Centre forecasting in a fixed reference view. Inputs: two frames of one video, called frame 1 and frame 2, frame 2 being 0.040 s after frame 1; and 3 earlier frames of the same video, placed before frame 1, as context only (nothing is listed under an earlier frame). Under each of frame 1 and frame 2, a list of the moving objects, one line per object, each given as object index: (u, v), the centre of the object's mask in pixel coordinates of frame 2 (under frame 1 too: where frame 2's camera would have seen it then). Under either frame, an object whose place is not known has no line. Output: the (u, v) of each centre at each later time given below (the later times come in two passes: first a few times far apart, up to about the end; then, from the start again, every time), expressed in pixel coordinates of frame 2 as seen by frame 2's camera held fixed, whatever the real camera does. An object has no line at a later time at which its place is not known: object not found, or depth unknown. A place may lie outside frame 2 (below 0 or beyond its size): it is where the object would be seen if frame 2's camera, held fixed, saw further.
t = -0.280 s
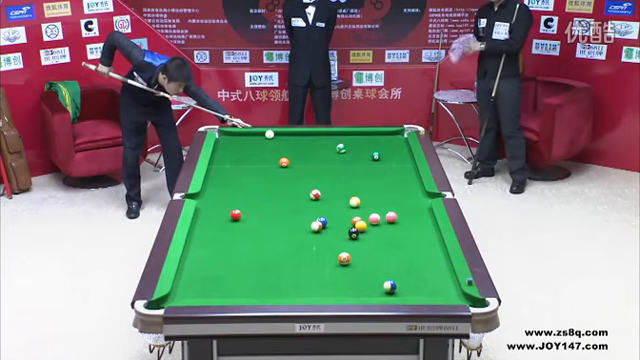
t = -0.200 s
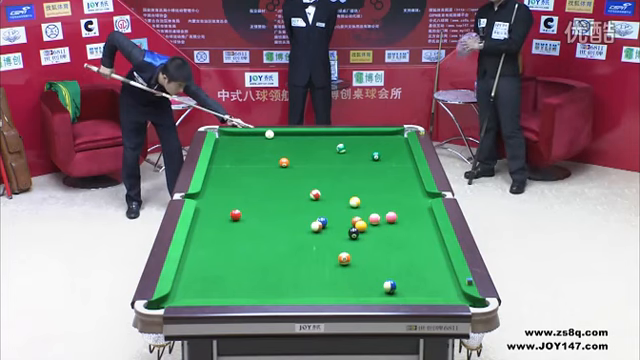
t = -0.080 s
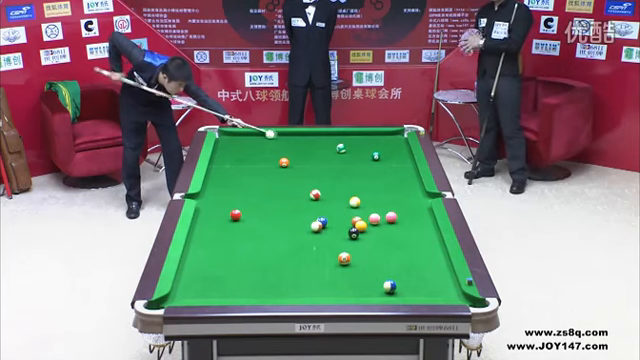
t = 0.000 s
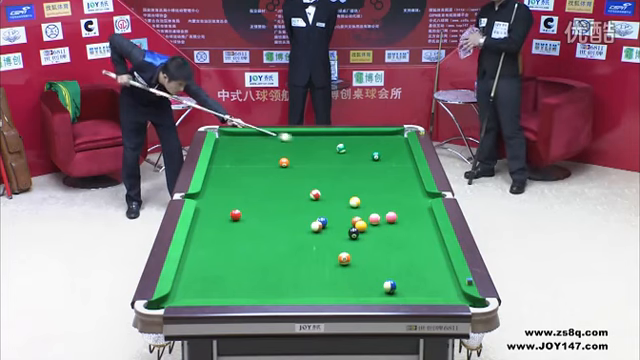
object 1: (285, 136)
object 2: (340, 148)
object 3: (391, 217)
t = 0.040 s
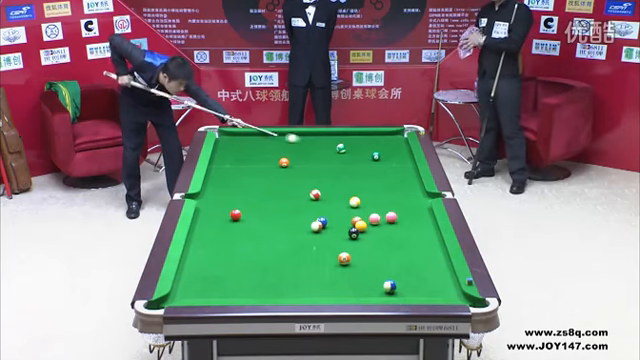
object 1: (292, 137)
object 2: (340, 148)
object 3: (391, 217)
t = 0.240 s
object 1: (326, 144)
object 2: (340, 148)
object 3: (391, 217)
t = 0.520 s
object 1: (357, 144)
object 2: (358, 156)
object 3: (391, 217)
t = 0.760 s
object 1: (380, 143)
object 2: (374, 164)
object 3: (391, 217)
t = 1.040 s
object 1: (403, 142)
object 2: (392, 172)
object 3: (391, 217)
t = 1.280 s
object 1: (390, 141)
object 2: (409, 180)
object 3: (391, 217)
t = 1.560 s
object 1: (376, 140)
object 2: (415, 188)
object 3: (391, 217)
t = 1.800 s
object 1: (365, 138)
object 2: (410, 194)
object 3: (391, 217)
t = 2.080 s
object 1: (354, 138)
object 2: (404, 200)
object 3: (391, 217)
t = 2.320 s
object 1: (345, 137)
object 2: (399, 206)
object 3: (391, 217)
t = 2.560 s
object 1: (337, 136)
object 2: (395, 210)
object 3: (391, 217)
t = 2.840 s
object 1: (328, 135)
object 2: (390, 213)
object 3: (390, 220)
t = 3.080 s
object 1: (322, 135)
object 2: (388, 214)
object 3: (389, 223)
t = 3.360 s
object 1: (316, 134)
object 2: (386, 215)
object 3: (388, 226)
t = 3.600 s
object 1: (312, 134)
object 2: (385, 215)
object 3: (387, 228)
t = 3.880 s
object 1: (308, 133)
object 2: (385, 215)
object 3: (387, 230)
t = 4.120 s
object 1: (305, 133)
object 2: (386, 215)
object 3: (386, 231)
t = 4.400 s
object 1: (304, 133)
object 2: (386, 215)
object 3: (386, 232)
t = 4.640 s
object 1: (303, 133)
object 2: (386, 215)
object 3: (386, 232)
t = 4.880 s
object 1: (303, 133)
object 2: (386, 215)
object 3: (386, 233)
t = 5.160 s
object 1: (303, 133)
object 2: (386, 215)
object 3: (386, 233)
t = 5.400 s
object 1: (303, 133)
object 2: (386, 215)
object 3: (386, 233)
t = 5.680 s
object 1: (303, 133)
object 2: (386, 214)
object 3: (386, 233)
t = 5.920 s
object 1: (303, 133)
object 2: (386, 214)
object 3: (386, 233)
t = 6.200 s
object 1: (303, 133)
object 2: (386, 215)
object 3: (386, 233)
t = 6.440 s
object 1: (303, 133)
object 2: (386, 215)
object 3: (386, 233)
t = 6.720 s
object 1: (303, 133)
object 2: (386, 214)
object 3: (386, 233)
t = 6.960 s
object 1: (303, 133)
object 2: (386, 215)
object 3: (386, 233)
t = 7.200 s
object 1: (303, 133)
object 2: (386, 214)
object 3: (386, 233)
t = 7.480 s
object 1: (303, 133)
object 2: (386, 214)
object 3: (386, 233)
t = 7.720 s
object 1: (303, 133)
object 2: (386, 215)
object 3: (386, 233)
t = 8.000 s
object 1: (303, 133)
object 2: (386, 215)
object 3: (386, 233)
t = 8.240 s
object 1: (303, 133)
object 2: (386, 215)
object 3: (386, 233)
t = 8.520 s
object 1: (303, 133)
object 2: (386, 215)
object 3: (386, 233)
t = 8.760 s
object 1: (303, 133)
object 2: (385, 215)
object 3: (386, 233)
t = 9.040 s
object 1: (303, 133)
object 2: (385, 215)
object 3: (386, 233)
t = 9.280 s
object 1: (303, 133)
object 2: (385, 215)
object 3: (386, 233)
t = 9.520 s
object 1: (303, 133)
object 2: (385, 214)
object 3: (386, 233)
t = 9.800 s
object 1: (303, 133)
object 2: (385, 215)
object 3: (386, 233)
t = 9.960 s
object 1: (303, 133)
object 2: (385, 215)
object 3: (386, 233)
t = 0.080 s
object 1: (299, 139)
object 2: (340, 148)
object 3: (391, 217)
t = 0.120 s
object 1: (306, 140)
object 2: (340, 148)
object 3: (391, 217)
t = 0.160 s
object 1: (313, 141)
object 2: (340, 148)
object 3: (391, 217)
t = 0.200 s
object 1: (319, 142)
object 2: (340, 148)
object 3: (391, 217)
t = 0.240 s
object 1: (326, 144)
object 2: (340, 148)
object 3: (391, 217)
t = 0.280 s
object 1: (332, 145)
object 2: (341, 148)
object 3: (391, 217)
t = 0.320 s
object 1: (338, 145)
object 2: (344, 150)
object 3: (391, 217)
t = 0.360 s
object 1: (341, 145)
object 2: (347, 151)
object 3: (391, 217)
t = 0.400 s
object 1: (345, 144)
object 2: (350, 152)
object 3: (391, 217)
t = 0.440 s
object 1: (349, 144)
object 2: (354, 153)
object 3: (391, 217)
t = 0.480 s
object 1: (353, 144)
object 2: (356, 155)
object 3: (391, 217)
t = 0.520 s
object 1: (357, 144)
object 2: (358, 156)
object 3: (391, 217)
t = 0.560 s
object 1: (361, 144)
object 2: (361, 157)
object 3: (391, 217)
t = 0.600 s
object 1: (365, 144)
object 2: (364, 159)
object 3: (391, 217)
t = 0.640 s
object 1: (369, 144)
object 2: (366, 160)
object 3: (391, 217)
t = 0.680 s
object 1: (372, 144)
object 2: (368, 161)
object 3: (391, 217)
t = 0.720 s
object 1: (376, 143)
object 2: (371, 162)
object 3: (391, 217)
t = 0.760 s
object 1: (380, 143)
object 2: (374, 164)
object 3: (391, 217)
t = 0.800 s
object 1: (384, 143)
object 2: (376, 165)
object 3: (391, 217)
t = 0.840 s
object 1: (388, 143)
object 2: (380, 166)
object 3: (391, 217)
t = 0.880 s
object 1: (391, 143)
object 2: (382, 168)
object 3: (391, 217)
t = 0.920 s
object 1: (395, 143)
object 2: (384, 168)
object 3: (391, 217)
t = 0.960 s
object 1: (398, 143)
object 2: (387, 169)
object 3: (391, 217)
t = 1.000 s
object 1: (402, 142)
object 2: (390, 171)
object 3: (391, 217)
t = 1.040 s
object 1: (403, 142)
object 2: (392, 172)
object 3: (391, 217)
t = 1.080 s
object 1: (401, 142)
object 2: (395, 173)
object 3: (391, 217)
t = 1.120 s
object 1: (399, 142)
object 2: (398, 175)
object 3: (391, 217)
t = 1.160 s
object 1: (396, 142)
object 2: (400, 176)
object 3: (391, 217)
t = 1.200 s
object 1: (394, 142)
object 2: (403, 177)
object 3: (391, 217)
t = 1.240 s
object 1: (392, 141)
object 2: (406, 178)
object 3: (391, 217)
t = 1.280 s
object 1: (390, 141)
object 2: (409, 180)
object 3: (391, 217)
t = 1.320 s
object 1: (388, 141)
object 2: (411, 181)
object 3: (391, 217)
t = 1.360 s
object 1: (386, 141)
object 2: (413, 182)
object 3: (391, 217)
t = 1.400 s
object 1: (384, 141)
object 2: (417, 183)
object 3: (391, 217)
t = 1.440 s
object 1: (382, 140)
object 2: (418, 185)
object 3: (391, 217)
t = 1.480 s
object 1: (380, 140)
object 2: (417, 186)
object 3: (391, 217)
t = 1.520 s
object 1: (378, 140)
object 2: (416, 186)
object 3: (391, 217)
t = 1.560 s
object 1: (376, 140)
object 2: (415, 188)
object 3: (391, 217)
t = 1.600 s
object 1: (374, 140)
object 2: (414, 189)
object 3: (391, 217)
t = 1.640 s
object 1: (372, 139)
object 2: (414, 189)
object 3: (391, 217)
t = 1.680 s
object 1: (370, 139)
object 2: (413, 190)
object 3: (391, 217)
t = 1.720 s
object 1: (368, 139)
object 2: (412, 191)
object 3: (391, 217)
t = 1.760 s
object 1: (366, 139)
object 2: (411, 193)
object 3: (391, 217)
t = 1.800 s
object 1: (365, 138)
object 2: (410, 194)
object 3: (391, 217)
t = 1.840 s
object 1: (363, 138)
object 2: (409, 195)
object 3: (391, 217)
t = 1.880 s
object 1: (361, 138)
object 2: (408, 195)
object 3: (391, 217)
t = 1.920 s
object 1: (360, 138)
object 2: (407, 196)
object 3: (391, 217)
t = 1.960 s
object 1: (358, 138)
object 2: (407, 198)
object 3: (391, 217)
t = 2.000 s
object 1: (357, 138)
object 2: (406, 199)
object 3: (391, 217)
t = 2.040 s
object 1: (355, 138)
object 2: (405, 199)
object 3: (391, 217)
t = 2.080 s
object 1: (354, 138)
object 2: (404, 200)
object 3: (391, 217)
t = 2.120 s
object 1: (352, 137)
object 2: (403, 201)
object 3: (391, 217)
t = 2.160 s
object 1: (350, 137)
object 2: (402, 202)
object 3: (391, 217)
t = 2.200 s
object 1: (349, 137)
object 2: (401, 203)
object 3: (391, 217)
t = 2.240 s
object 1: (347, 137)
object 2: (400, 204)
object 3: (391, 217)
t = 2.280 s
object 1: (346, 137)
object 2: (400, 205)
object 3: (391, 217)
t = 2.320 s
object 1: (345, 137)
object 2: (399, 206)
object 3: (391, 217)
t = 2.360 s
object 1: (343, 136)
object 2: (398, 207)
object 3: (391, 217)
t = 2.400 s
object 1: (342, 136)
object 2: (397, 207)
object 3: (391, 217)
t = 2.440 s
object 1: (340, 136)
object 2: (397, 209)
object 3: (391, 217)
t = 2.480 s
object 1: (339, 136)
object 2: (397, 209)
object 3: (391, 217)
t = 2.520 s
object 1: (338, 136)
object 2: (396, 209)
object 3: (391, 217)
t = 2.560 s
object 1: (337, 136)
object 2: (395, 210)
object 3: (391, 217)
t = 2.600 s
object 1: (335, 136)
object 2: (394, 210)
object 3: (391, 217)
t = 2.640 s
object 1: (334, 136)
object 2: (393, 211)
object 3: (391, 217)
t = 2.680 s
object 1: (333, 136)
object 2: (392, 212)
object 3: (390, 218)
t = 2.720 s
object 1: (332, 136)
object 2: (392, 212)
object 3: (390, 218)
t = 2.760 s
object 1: (330, 135)
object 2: (391, 212)
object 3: (390, 218)
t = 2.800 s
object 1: (329, 135)
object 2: (391, 213)
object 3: (390, 219)
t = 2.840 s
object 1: (328, 135)
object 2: (390, 213)
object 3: (390, 220)
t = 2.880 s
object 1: (327, 135)
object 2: (390, 213)
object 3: (390, 220)
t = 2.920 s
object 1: (326, 135)
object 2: (389, 213)
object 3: (390, 221)
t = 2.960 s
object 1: (325, 135)
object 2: (389, 213)
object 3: (389, 221)
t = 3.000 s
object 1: (324, 135)
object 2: (388, 213)
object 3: (389, 222)
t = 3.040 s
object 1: (323, 135)
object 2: (388, 213)
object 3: (389, 222)
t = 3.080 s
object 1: (322, 135)
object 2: (388, 214)
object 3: (389, 223)
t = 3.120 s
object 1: (321, 135)
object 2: (387, 213)
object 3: (389, 223)
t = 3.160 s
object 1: (320, 134)
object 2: (387, 213)
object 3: (389, 224)
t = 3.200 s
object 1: (320, 134)
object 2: (387, 214)
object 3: (388, 224)
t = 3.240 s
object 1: (319, 134)
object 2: (386, 214)
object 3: (388, 224)
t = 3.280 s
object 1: (318, 134)
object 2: (387, 214)
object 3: (388, 225)
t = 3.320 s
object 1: (317, 134)
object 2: (386, 215)
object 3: (388, 225)
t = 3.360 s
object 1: (316, 134)
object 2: (386, 215)
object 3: (388, 226)
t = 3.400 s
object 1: (315, 134)
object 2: (386, 215)
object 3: (388, 226)
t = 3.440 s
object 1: (314, 134)
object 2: (386, 215)
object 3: (388, 227)
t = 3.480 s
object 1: (314, 134)
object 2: (386, 215)
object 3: (388, 227)
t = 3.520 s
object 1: (313, 134)
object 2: (386, 215)
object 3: (387, 227)
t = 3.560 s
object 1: (312, 134)
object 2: (386, 215)
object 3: (387, 228)
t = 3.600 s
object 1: (312, 134)
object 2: (385, 215)
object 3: (387, 228)
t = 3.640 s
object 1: (311, 133)
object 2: (385, 215)
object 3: (387, 228)
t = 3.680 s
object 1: (311, 133)
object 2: (385, 215)
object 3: (387, 228)
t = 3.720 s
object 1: (310, 133)
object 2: (385, 215)
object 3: (387, 229)
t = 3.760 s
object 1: (309, 134)
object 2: (385, 215)
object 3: (387, 229)
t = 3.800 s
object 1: (309, 133)
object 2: (385, 215)
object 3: (387, 229)
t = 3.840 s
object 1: (308, 133)
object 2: (386, 215)
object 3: (387, 229)
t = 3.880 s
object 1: (308, 133)
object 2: (385, 215)
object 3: (387, 230)
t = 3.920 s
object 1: (307, 133)
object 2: (385, 215)
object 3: (387, 230)
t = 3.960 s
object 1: (307, 133)
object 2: (385, 215)
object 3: (386, 230)
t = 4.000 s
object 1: (307, 133)
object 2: (386, 215)
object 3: (386, 230)
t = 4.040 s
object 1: (306, 133)
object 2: (385, 215)
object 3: (386, 231)
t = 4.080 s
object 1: (306, 133)
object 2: (386, 215)
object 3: (386, 231)
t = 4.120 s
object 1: (305, 133)
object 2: (386, 215)
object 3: (386, 231)
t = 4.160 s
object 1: (305, 133)
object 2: (386, 215)
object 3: (386, 231)
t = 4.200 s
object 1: (305, 133)
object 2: (386, 215)
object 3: (386, 231)
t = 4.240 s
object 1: (304, 133)
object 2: (385, 215)
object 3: (386, 232)
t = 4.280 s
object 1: (304, 133)
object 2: (386, 215)
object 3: (386, 232)
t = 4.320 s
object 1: (304, 133)
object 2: (386, 215)
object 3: (386, 232)
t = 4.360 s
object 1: (304, 133)
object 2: (386, 215)
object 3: (386, 232)
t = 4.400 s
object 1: (304, 133)
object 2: (386, 215)
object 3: (386, 232)
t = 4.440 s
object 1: (303, 133)
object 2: (386, 215)
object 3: (386, 232)
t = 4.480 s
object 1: (303, 133)
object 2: (386, 215)
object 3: (386, 232)
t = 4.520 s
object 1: (303, 133)
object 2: (386, 215)
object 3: (386, 232)
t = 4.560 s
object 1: (303, 133)
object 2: (386, 215)
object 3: (386, 232)
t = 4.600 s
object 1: (303, 133)
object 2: (386, 214)
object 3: (386, 232)
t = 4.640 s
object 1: (303, 133)
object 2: (386, 215)
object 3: (386, 232)
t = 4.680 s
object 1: (303, 133)
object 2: (386, 215)
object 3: (386, 232)
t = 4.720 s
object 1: (303, 133)
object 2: (386, 215)
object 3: (386, 232)
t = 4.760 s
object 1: (303, 133)
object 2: (386, 215)
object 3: (386, 233)
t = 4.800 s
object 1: (303, 133)
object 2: (386, 215)
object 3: (386, 233)
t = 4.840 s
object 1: (303, 133)
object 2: (386, 215)
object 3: (386, 232)
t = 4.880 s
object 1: (303, 133)
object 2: (386, 215)
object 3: (386, 233)
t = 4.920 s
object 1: (303, 133)
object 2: (386, 215)
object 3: (386, 232)
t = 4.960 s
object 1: (303, 133)
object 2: (386, 215)
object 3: (386, 232)
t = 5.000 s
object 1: (303, 133)
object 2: (386, 215)
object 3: (386, 233)
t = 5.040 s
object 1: (303, 133)
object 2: (386, 215)
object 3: (386, 233)
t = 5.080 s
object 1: (303, 133)
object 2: (386, 215)
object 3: (386, 233)
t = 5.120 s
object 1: (303, 133)
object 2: (386, 215)
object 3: (386, 233)
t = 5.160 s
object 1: (303, 133)
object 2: (386, 215)
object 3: (386, 233)
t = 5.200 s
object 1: (303, 133)
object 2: (386, 215)
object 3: (386, 232)
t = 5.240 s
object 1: (303, 133)
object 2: (386, 215)
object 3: (386, 233)
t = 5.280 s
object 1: (303, 133)
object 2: (386, 215)
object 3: (386, 233)
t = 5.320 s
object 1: (303, 133)
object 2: (386, 215)
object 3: (386, 233)
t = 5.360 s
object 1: (303, 133)
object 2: (386, 215)
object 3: (386, 233)
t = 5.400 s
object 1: (303, 133)
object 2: (386, 215)
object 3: (386, 233)
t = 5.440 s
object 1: (303, 133)
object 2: (386, 215)
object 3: (386, 233)
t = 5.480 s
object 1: (303, 133)
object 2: (386, 215)
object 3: (386, 233)
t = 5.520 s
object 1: (303, 133)
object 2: (386, 215)
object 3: (386, 233)
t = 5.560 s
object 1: (303, 133)
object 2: (386, 215)
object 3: (386, 233)
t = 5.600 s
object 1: (303, 133)
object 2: (386, 215)
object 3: (386, 233)
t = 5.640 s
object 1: (303, 133)
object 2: (386, 215)
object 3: (386, 233)
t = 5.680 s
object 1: (303, 133)
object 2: (386, 214)
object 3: (386, 233)
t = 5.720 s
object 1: (303, 133)
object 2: (386, 215)
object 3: (386, 233)
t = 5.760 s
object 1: (303, 133)
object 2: (386, 214)
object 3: (386, 233)
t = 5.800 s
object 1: (303, 133)
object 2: (386, 215)
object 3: (386, 233)
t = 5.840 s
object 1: (303, 133)
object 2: (386, 214)
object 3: (386, 233)
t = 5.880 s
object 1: (303, 133)
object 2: (386, 215)
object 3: (386, 233)
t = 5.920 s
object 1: (303, 133)
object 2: (386, 214)
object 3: (386, 233)
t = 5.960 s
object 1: (303, 133)
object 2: (386, 215)
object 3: (386, 233)
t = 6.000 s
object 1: (303, 133)
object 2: (386, 214)
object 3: (386, 233)
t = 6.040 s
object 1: (303, 133)
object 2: (386, 215)
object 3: (386, 233)
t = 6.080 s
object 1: (303, 133)
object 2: (386, 215)
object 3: (386, 233)
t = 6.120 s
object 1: (303, 133)
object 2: (386, 215)
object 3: (386, 233)
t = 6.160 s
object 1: (303, 133)
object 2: (386, 215)
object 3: (386, 233)
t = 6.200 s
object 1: (303, 133)
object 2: (386, 215)
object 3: (386, 233)
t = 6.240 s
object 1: (303, 133)
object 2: (386, 215)
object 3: (386, 233)
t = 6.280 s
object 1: (303, 133)
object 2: (386, 215)
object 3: (386, 233)
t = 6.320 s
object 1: (303, 133)
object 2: (386, 215)
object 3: (386, 233)
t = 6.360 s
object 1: (303, 133)
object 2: (386, 215)
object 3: (386, 233)
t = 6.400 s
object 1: (303, 133)
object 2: (386, 215)
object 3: (386, 233)
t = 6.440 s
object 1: (303, 133)
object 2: (386, 215)
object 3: (386, 233)
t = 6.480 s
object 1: (303, 133)
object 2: (386, 215)
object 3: (386, 233)
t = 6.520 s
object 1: (303, 133)
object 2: (386, 215)
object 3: (386, 233)
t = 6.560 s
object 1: (303, 133)
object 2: (386, 215)
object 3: (386, 233)
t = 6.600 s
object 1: (303, 133)
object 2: (386, 215)
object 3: (386, 233)
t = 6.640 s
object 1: (303, 133)
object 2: (386, 214)
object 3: (386, 233)
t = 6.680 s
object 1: (303, 133)
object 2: (386, 215)
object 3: (386, 233)
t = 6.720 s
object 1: (303, 133)
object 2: (386, 214)
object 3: (386, 233)
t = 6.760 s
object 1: (303, 133)
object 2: (386, 215)
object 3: (386, 233)
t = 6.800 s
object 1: (303, 133)
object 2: (386, 214)
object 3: (386, 233)
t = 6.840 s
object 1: (303, 133)
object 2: (386, 215)
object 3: (386, 233)
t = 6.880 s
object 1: (303, 133)
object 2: (386, 214)
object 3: (386, 233)
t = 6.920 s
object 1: (303, 133)
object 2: (386, 215)
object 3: (386, 233)
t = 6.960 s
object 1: (303, 133)
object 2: (386, 215)
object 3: (386, 233)
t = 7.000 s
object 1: (303, 133)
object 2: (386, 215)
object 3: (386, 233)
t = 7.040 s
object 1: (303, 133)
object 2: (386, 215)
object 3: (386, 233)
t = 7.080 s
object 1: (303, 133)
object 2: (386, 215)
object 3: (386, 233)
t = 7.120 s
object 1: (303, 133)
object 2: (386, 215)
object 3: (386, 233)
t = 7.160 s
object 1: (303, 133)
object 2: (386, 214)
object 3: (386, 233)
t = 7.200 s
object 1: (303, 133)
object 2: (386, 214)
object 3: (386, 233)
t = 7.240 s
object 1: (303, 133)
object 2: (386, 215)
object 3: (386, 233)
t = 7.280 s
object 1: (303, 133)
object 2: (386, 215)
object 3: (386, 233)
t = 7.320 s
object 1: (303, 133)
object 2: (386, 215)
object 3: (386, 233)
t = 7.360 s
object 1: (303, 133)
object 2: (386, 215)
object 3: (386, 233)
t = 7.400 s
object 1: (303, 133)
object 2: (386, 215)
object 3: (386, 233)
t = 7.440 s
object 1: (303, 133)
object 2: (386, 215)
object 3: (386, 233)
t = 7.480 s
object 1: (303, 133)
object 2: (386, 214)
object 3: (386, 233)
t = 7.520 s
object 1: (303, 133)
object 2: (386, 215)
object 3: (386, 233)
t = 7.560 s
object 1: (303, 133)
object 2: (386, 215)
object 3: (386, 233)
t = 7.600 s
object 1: (303, 133)
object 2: (386, 215)
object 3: (386, 233)
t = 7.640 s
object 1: (303, 133)
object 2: (386, 215)
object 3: (386, 233)
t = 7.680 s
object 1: (303, 133)
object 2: (386, 215)
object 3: (386, 233)
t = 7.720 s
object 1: (303, 133)
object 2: (386, 215)
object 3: (386, 233)
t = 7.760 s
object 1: (303, 133)
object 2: (386, 214)
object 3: (386, 233)
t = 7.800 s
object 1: (303, 133)
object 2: (386, 215)
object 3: (386, 233)
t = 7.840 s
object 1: (303, 133)
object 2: (386, 214)
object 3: (386, 233)
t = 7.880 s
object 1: (303, 133)
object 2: (386, 215)
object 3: (386, 233)
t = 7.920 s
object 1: (303, 133)
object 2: (386, 214)
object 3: (386, 233)
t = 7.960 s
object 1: (303, 133)
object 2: (386, 214)
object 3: (386, 233)
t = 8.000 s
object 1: (303, 133)
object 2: (386, 215)
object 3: (386, 233)
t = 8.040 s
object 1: (303, 133)
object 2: (386, 215)
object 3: (386, 233)
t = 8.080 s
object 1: (303, 133)
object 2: (386, 215)
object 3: (386, 233)
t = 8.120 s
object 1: (303, 133)
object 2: (386, 215)
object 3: (386, 233)
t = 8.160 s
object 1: (303, 133)
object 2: (385, 215)
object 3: (386, 233)
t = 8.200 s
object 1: (303, 133)
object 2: (386, 215)
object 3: (386, 233)
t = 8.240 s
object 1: (303, 133)
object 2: (386, 215)
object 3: (386, 233)
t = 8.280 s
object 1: (303, 133)
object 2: (386, 215)
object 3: (386, 233)
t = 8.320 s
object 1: (303, 133)
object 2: (386, 215)
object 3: (386, 233)
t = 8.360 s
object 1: (303, 133)
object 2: (386, 215)
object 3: (386, 233)
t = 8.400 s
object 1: (303, 133)
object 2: (386, 215)
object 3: (386, 233)
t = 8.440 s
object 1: (303, 133)
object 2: (386, 215)
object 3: (386, 233)
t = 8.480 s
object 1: (303, 133)
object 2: (386, 215)
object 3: (386, 233)
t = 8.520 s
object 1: (303, 133)
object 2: (386, 215)
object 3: (386, 233)
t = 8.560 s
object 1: (303, 133)
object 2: (386, 215)
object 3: (386, 233)
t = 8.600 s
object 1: (303, 133)
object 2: (385, 214)
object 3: (386, 233)
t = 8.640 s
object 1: (303, 133)
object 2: (385, 215)
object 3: (386, 233)
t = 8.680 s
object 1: (303, 133)
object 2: (385, 215)
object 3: (386, 233)
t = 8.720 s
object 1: (303, 133)
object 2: (385, 214)
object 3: (386, 233)
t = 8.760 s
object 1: (303, 133)
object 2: (385, 215)
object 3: (386, 233)
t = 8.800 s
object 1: (303, 133)
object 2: (385, 215)
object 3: (386, 233)
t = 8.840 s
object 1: (303, 133)
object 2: (385, 215)
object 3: (386, 233)
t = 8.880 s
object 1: (303, 133)
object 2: (385, 215)
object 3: (386, 233)
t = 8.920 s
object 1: (303, 133)
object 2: (385, 215)
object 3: (386, 233)
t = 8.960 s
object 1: (303, 133)
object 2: (385, 214)
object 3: (386, 233)
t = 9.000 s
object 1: (303, 133)
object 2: (385, 215)
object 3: (386, 233)
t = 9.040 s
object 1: (303, 133)
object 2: (385, 215)
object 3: (386, 233)
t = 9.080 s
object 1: (303, 133)
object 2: (385, 215)
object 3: (386, 233)
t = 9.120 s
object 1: (303, 133)
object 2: (385, 215)
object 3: (386, 233)
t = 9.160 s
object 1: (303, 133)
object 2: (385, 215)
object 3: (386, 233)
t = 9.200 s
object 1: (303, 133)
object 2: (385, 215)
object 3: (386, 233)
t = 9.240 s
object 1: (303, 133)
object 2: (385, 215)
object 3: (386, 233)
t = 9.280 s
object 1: (303, 133)
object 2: (385, 215)
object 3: (386, 233)
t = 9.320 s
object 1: (303, 133)
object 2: (385, 215)
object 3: (386, 233)
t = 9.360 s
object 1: (303, 133)
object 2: (385, 214)
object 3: (386, 233)
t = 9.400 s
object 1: (303, 133)
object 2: (385, 215)
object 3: (386, 233)
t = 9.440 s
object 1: (303, 133)
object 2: (385, 215)
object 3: (386, 233)
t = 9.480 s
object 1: (303, 133)
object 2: (385, 215)
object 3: (386, 233)
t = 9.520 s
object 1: (303, 133)
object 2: (385, 214)
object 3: (386, 233)
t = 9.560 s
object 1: (303, 133)
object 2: (385, 215)
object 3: (386, 233)
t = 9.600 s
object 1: (303, 133)
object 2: (385, 215)
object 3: (386, 233)
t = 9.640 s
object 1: (303, 133)
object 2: (385, 215)
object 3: (386, 233)
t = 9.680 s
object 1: (303, 133)
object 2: (385, 215)
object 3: (386, 233)
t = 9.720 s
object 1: (303, 133)
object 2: (385, 215)
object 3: (386, 233)
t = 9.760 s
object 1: (303, 133)
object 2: (385, 215)
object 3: (386, 233)
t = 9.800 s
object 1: (303, 133)
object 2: (385, 215)
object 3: (386, 233)
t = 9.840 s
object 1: (303, 133)
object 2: (385, 215)
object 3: (386, 233)
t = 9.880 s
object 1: (303, 133)
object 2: (385, 215)
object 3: (386, 233)
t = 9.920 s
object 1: (303, 133)
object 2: (385, 215)
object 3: (386, 233)
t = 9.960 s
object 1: (303, 133)
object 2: (385, 215)
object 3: (386, 233)
